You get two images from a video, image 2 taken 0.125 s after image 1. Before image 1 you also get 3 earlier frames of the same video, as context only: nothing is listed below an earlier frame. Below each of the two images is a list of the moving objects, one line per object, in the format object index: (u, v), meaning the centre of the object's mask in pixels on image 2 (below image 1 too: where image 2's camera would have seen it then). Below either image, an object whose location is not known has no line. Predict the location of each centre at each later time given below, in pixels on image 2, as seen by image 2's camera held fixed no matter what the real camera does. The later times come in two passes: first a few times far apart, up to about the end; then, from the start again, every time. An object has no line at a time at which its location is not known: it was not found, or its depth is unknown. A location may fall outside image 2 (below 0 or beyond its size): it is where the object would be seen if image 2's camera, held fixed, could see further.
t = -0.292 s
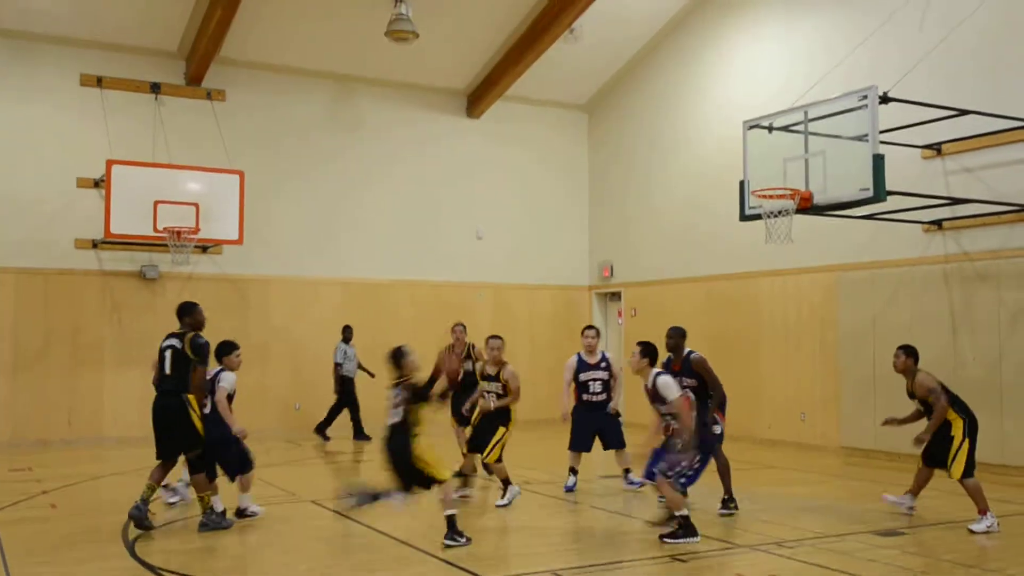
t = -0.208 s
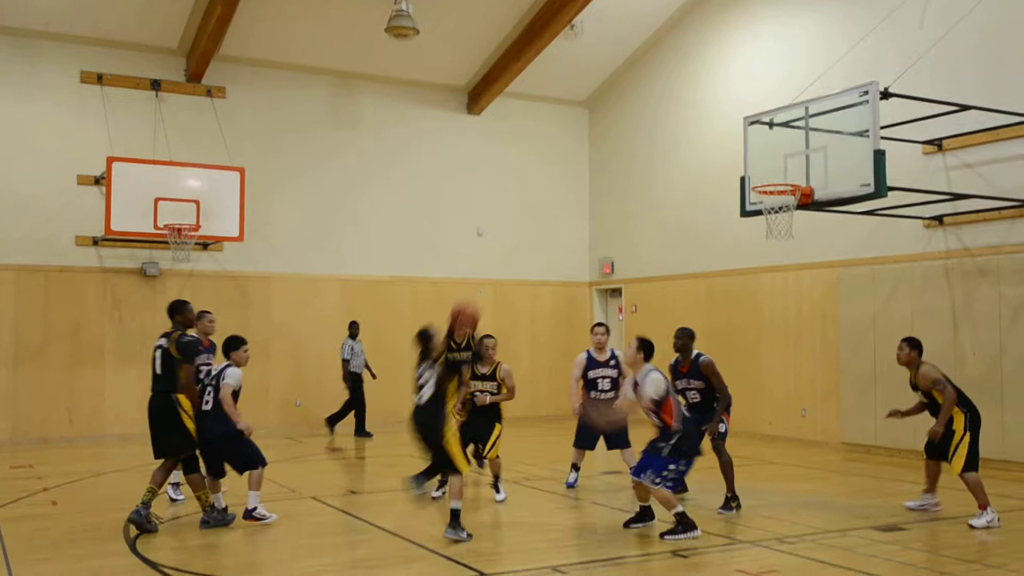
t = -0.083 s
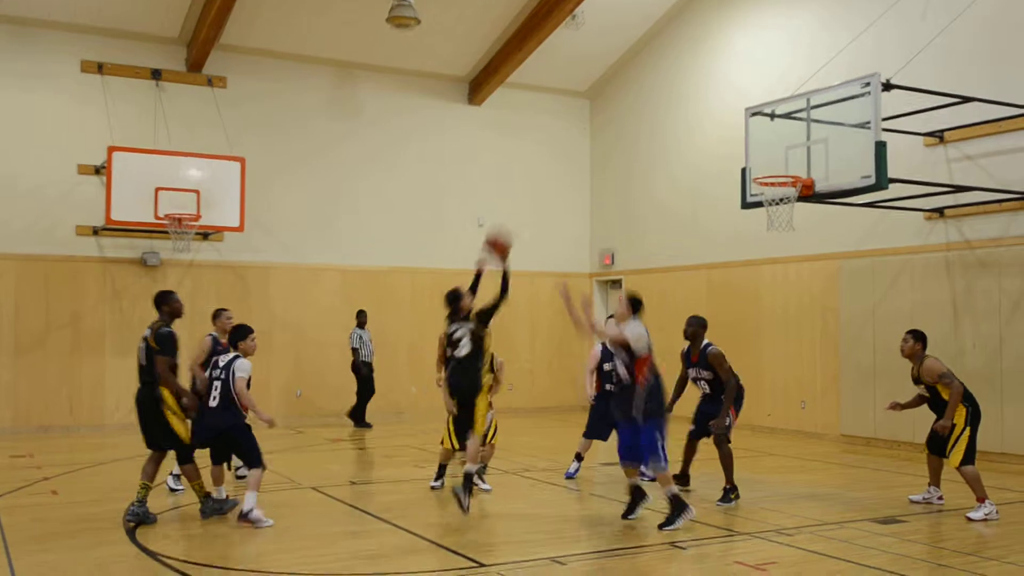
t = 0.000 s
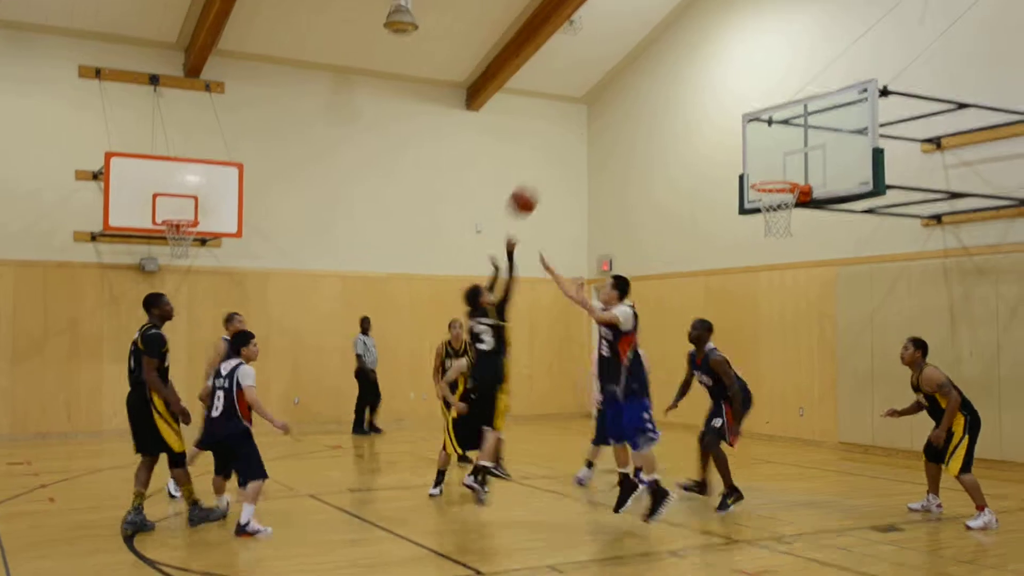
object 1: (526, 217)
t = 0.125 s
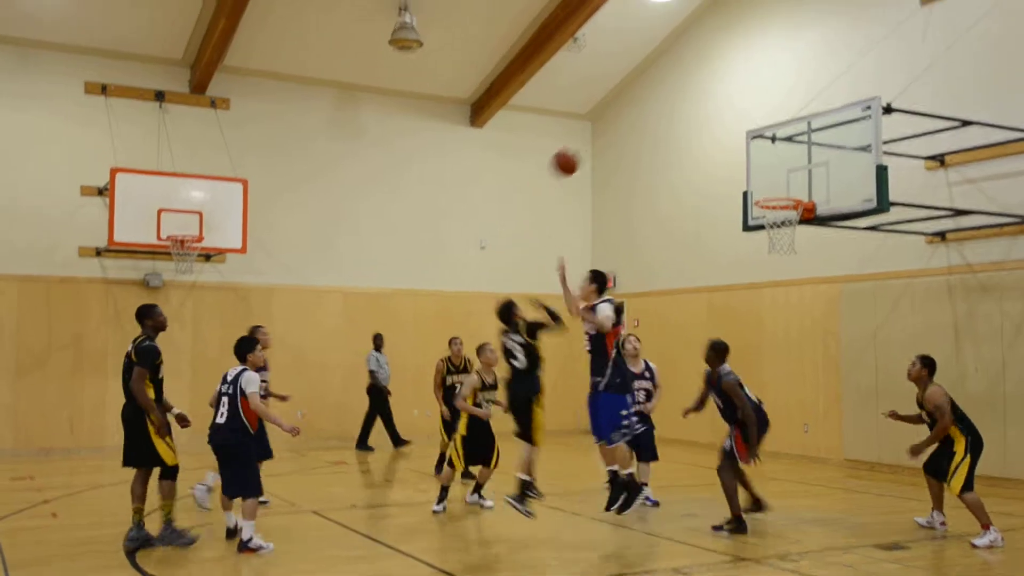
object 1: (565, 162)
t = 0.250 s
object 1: (602, 129)
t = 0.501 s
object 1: (668, 114)
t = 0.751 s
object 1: (725, 162)
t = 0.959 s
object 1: (708, 198)
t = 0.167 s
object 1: (578, 149)
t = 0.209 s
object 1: (590, 137)
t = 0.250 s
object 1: (602, 129)
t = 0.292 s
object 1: (613, 122)
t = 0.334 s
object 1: (625, 116)
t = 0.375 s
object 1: (636, 112)
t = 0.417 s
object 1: (646, 111)
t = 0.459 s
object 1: (657, 111)
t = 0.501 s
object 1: (668, 114)
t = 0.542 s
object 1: (678, 117)
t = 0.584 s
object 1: (688, 123)
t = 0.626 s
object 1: (697, 131)
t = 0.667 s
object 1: (707, 139)
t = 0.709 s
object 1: (716, 150)
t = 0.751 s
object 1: (725, 162)
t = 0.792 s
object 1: (734, 175)
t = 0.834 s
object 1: (743, 190)
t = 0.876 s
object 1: (739, 197)
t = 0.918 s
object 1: (723, 196)
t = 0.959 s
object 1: (708, 198)
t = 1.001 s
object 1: (693, 202)
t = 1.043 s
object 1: (678, 207)
